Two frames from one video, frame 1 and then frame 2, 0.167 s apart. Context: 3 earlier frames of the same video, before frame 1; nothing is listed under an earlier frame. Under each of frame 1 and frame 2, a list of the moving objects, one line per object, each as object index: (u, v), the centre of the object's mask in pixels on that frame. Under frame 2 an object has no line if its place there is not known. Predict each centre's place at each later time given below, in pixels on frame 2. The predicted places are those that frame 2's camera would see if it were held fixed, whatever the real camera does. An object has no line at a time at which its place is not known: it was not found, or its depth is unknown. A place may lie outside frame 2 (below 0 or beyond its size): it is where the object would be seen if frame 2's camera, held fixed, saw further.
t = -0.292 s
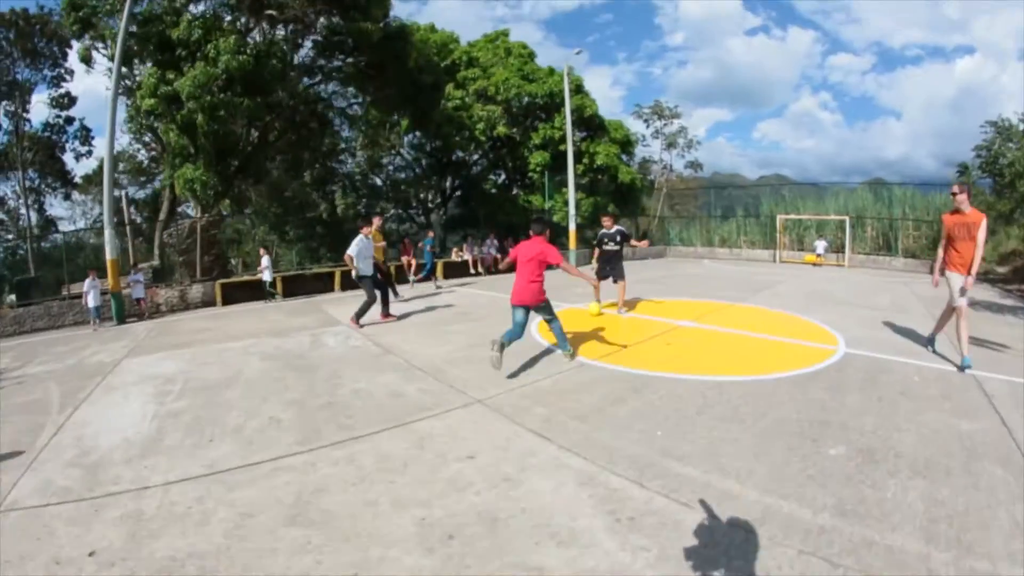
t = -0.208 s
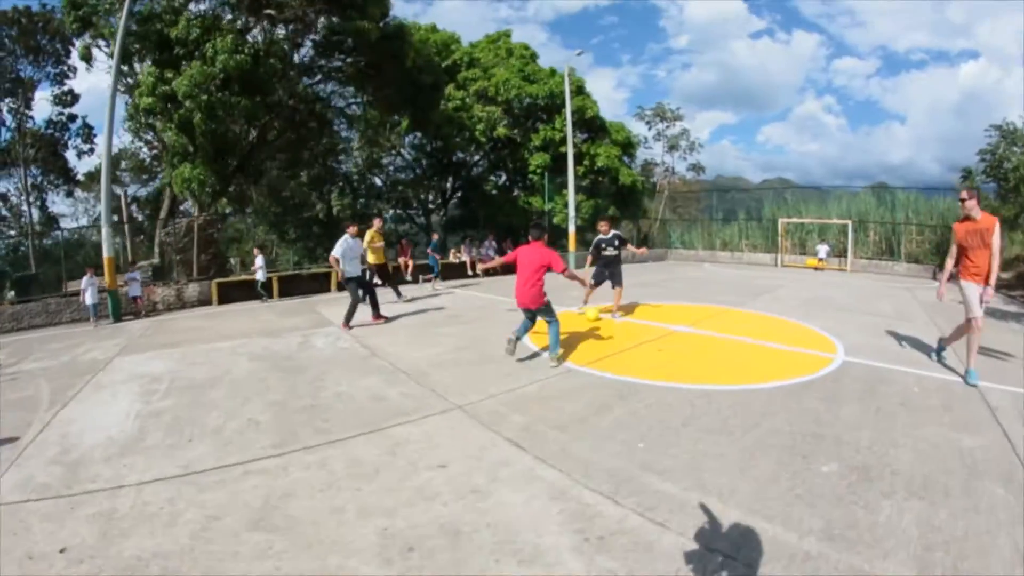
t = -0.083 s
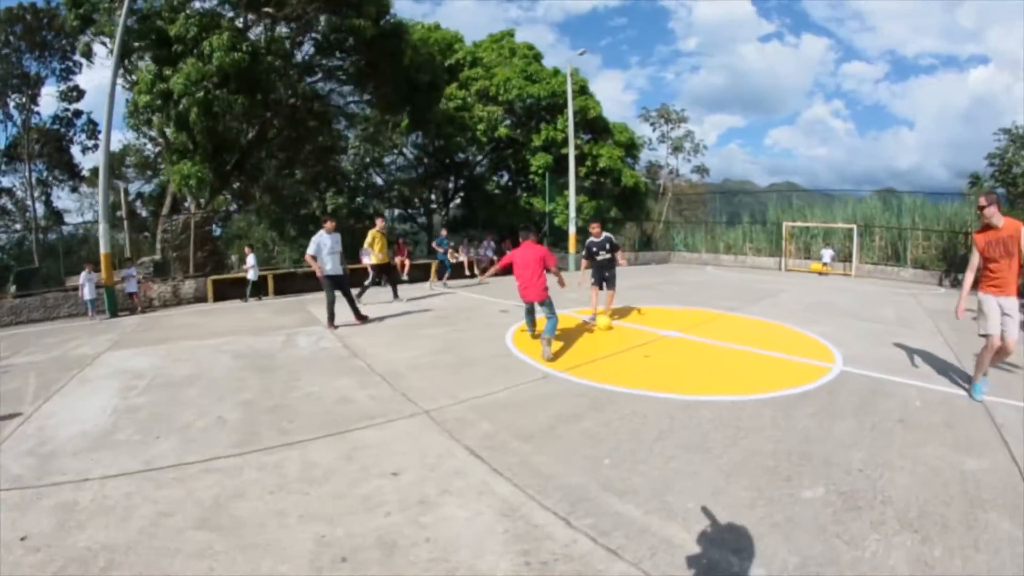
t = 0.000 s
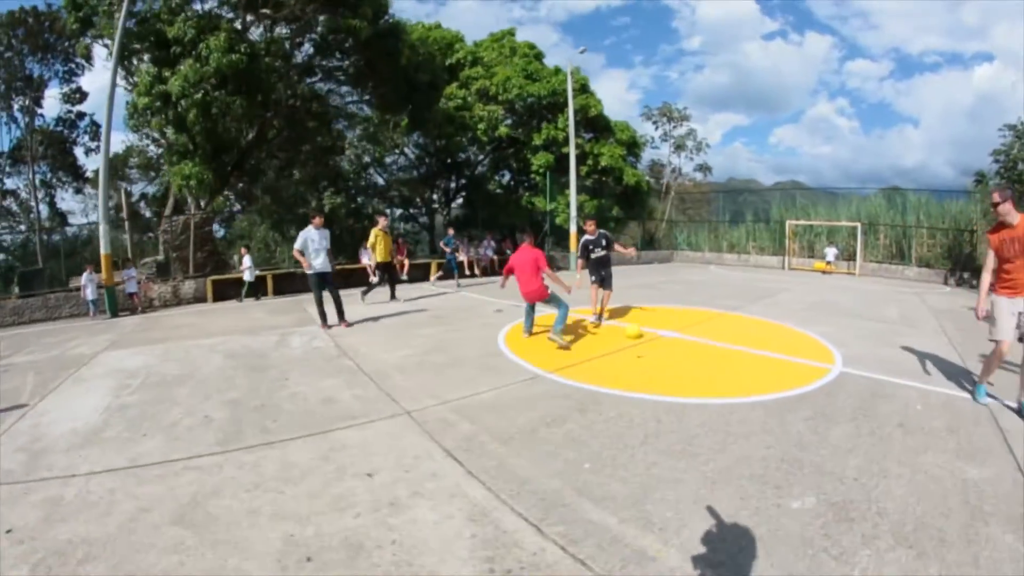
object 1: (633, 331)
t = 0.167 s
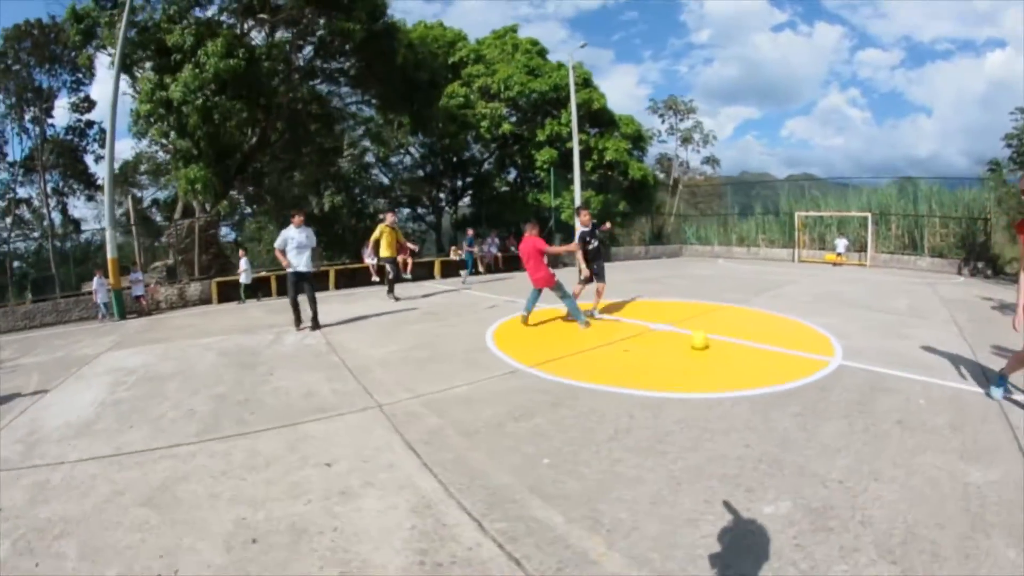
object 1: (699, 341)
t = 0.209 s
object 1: (713, 344)
